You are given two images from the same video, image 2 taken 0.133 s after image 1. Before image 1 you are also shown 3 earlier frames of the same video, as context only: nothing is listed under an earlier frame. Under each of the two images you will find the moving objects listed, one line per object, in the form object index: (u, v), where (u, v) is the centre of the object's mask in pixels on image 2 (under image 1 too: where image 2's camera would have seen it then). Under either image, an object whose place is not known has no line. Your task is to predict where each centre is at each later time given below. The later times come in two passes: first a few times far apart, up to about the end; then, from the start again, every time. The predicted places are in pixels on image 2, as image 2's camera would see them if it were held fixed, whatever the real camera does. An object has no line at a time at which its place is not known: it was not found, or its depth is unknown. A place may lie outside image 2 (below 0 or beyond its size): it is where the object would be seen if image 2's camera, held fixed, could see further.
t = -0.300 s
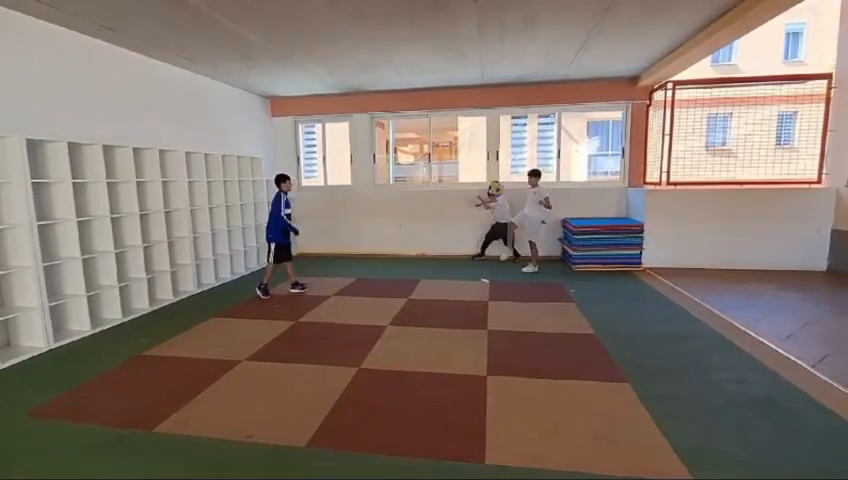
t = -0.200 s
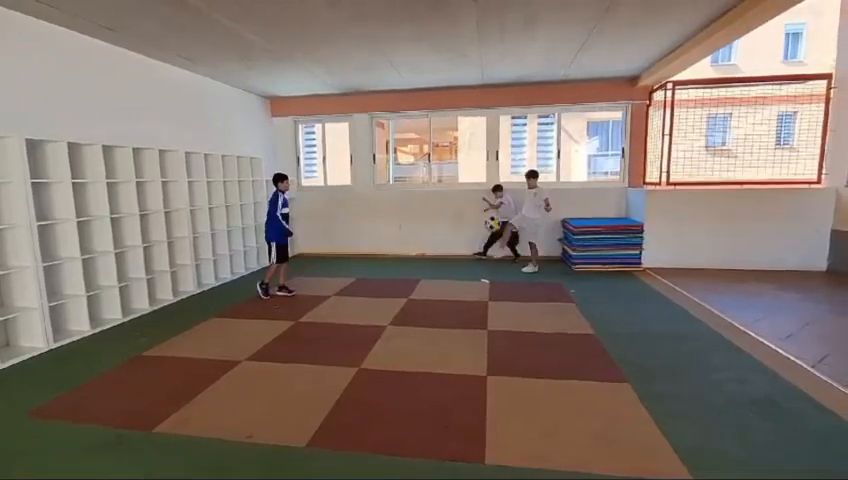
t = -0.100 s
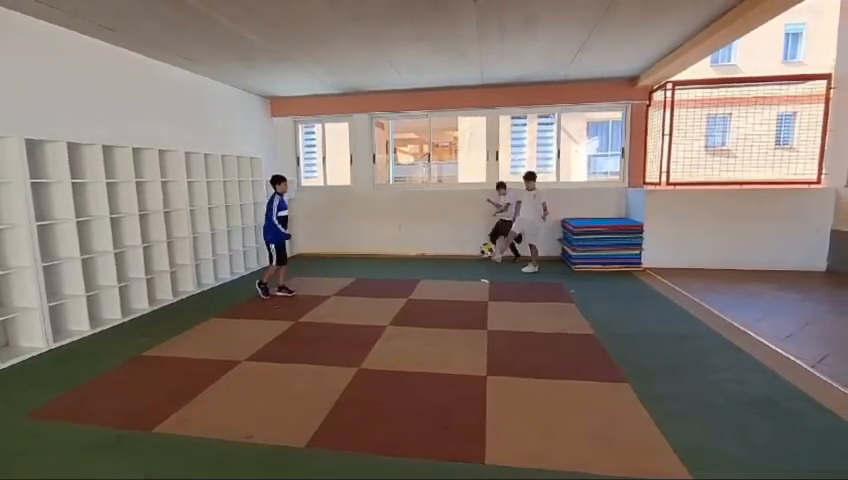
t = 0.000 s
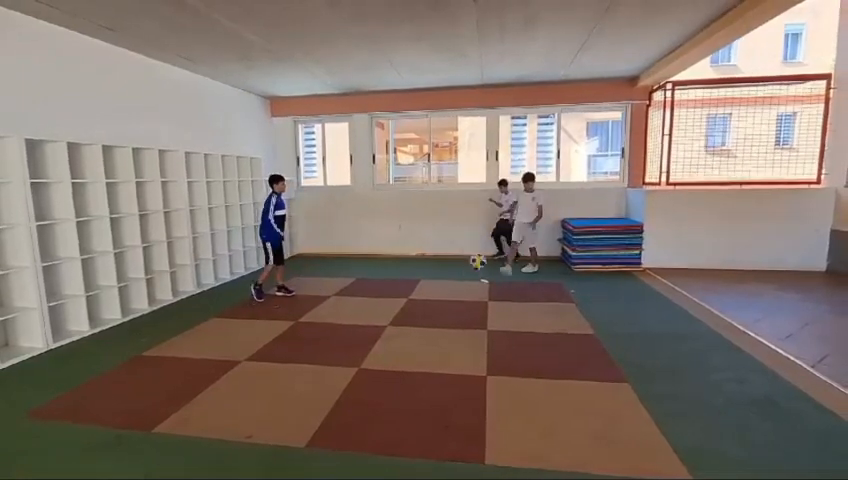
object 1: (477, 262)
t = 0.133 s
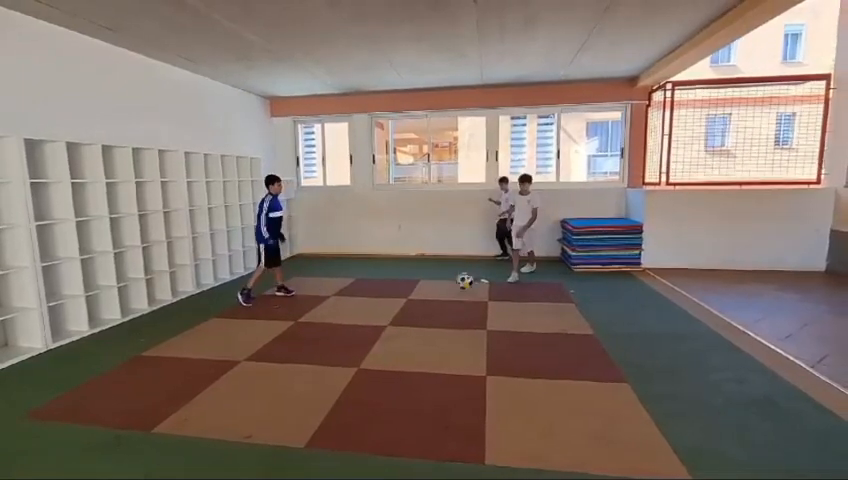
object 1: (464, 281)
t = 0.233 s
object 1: (456, 272)
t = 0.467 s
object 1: (435, 281)
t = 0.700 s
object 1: (412, 287)
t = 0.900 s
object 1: (391, 301)
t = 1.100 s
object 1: (365, 306)
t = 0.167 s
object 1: (462, 277)
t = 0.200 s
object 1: (459, 274)
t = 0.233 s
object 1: (456, 272)
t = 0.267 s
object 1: (453, 270)
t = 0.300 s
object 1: (450, 270)
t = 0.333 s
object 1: (448, 270)
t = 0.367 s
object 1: (444, 271)
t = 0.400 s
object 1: (441, 274)
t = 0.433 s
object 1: (439, 277)
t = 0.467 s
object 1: (435, 281)
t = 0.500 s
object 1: (433, 286)
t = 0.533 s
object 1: (429, 292)
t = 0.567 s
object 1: (426, 293)
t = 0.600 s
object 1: (422, 289)
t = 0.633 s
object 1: (419, 287)
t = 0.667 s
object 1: (415, 287)
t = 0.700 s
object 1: (412, 287)
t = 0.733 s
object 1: (408, 288)
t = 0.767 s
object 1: (405, 289)
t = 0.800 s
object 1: (401, 292)
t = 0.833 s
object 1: (398, 295)
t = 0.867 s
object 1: (394, 301)
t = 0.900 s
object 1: (391, 301)
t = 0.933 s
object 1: (387, 299)
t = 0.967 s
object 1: (383, 298)
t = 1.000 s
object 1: (378, 299)
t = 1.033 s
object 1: (374, 300)
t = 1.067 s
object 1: (369, 302)
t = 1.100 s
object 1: (365, 306)
